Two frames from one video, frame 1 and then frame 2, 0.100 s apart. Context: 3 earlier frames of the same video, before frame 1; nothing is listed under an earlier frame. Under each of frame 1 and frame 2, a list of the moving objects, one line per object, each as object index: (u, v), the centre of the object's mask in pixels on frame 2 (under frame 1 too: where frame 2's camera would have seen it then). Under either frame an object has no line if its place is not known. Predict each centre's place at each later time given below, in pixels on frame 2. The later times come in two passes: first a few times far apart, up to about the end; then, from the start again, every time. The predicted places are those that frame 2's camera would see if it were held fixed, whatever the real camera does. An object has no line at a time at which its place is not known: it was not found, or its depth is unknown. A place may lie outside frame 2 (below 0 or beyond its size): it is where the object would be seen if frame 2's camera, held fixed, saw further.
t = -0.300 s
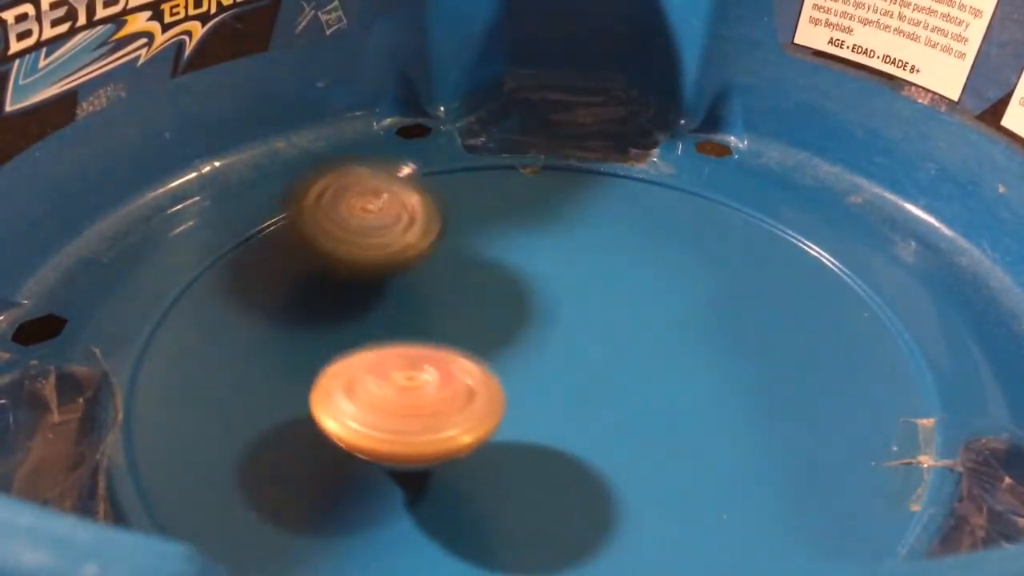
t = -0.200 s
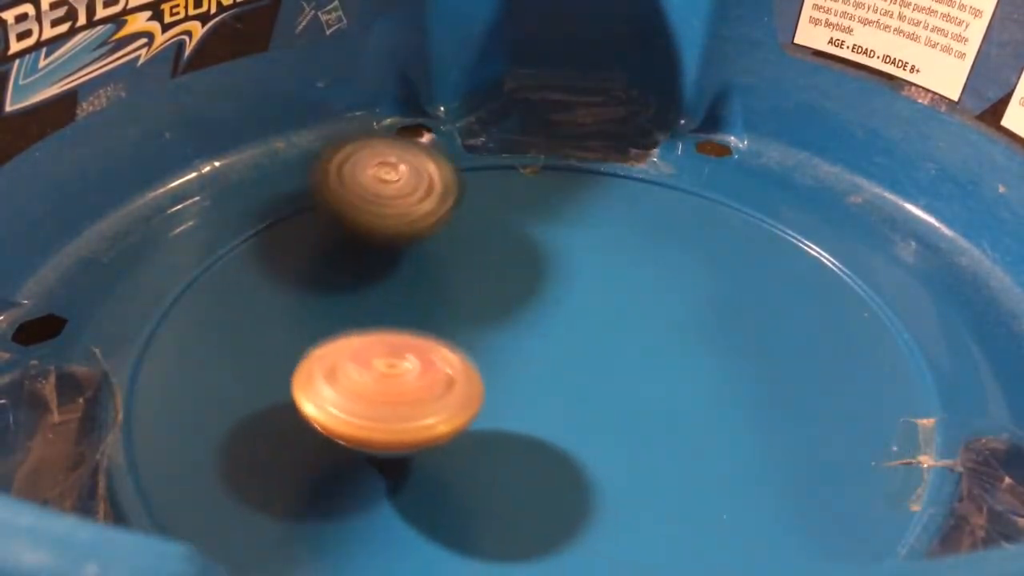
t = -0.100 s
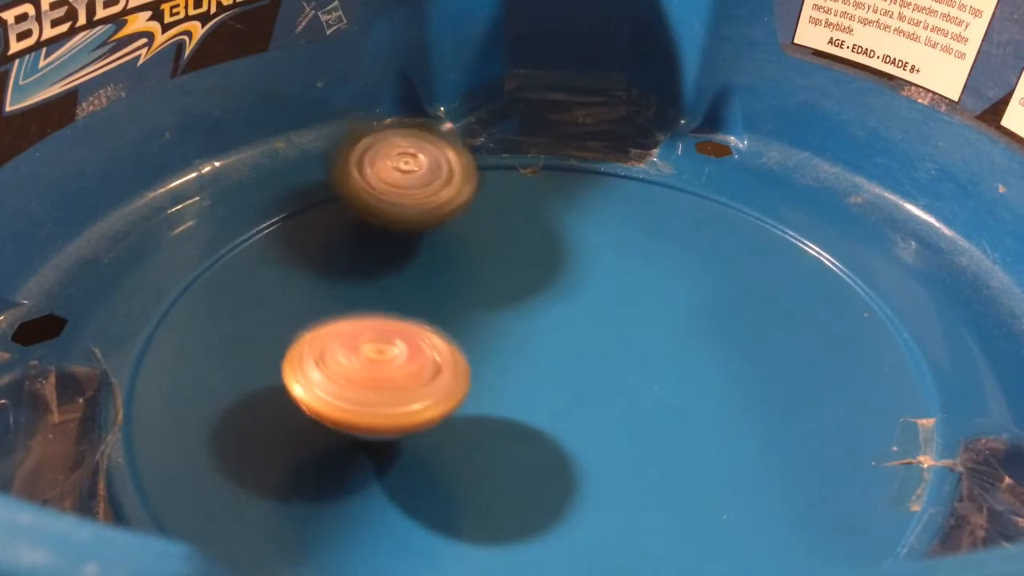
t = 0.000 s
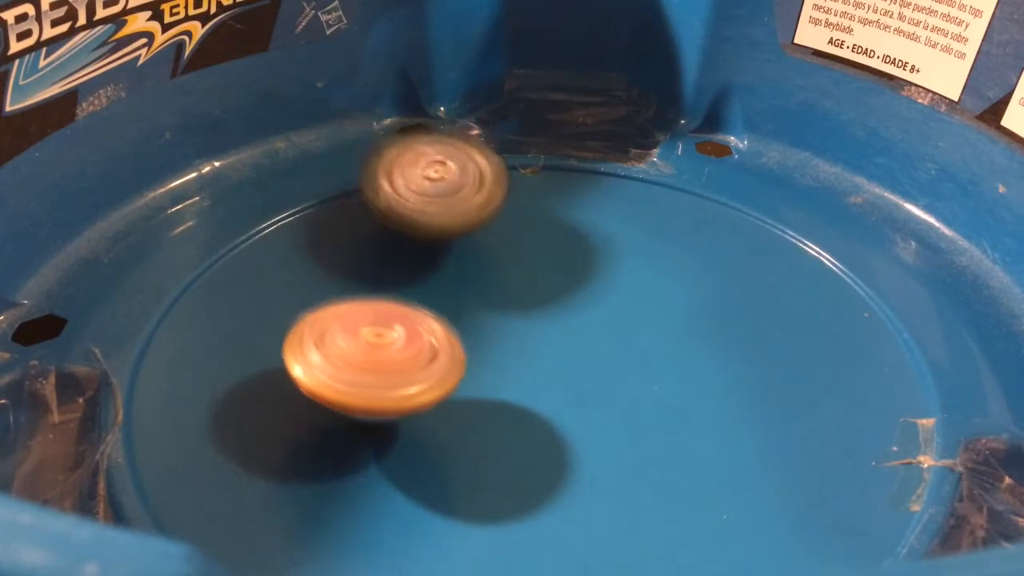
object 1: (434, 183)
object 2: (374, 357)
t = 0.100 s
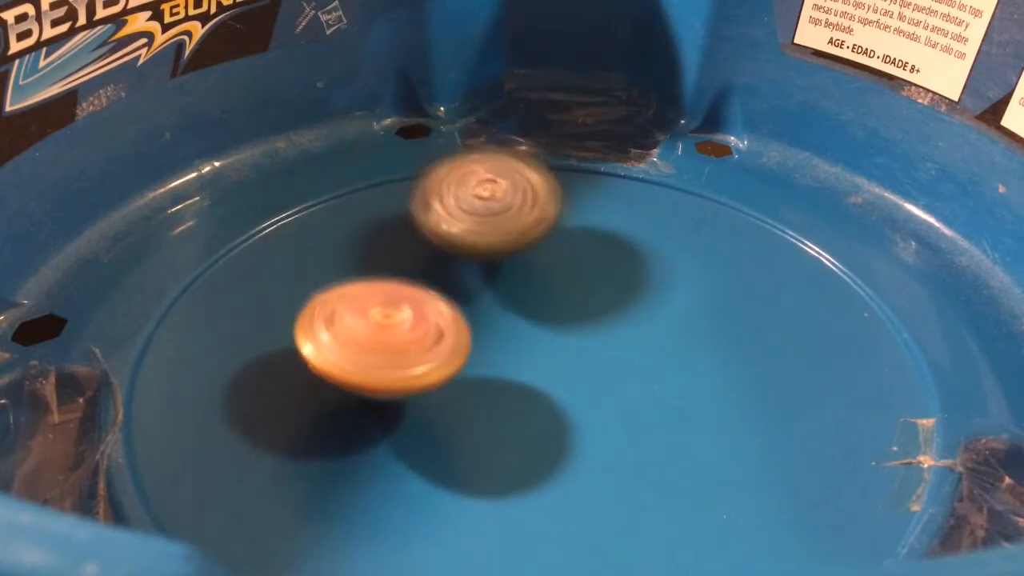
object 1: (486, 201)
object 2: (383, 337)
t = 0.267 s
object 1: (616, 232)
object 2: (410, 299)
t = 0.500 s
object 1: (770, 240)
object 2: (464, 258)
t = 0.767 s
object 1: (760, 297)
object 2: (522, 242)
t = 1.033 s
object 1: (702, 441)
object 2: (585, 261)
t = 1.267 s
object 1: (648, 506)
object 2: (633, 303)
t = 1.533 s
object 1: (466, 450)
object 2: (666, 356)
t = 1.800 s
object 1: (301, 374)
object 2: (647, 396)
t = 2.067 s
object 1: (333, 311)
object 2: (558, 413)
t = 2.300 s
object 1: (427, 241)
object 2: (470, 399)
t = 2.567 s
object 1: (505, 212)
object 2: (406, 361)
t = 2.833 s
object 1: (615, 258)
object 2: (407, 320)
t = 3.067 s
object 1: (731, 303)
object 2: (453, 283)
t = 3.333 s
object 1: (737, 350)
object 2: (516, 262)
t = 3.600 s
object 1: (606, 420)
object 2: (585, 276)
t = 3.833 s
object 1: (484, 463)
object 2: (634, 304)
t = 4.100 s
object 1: (424, 416)
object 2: (649, 345)
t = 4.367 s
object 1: (395, 311)
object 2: (610, 385)
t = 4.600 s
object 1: (395, 256)
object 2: (544, 397)
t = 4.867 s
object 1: (479, 258)
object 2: (467, 379)
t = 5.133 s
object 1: (630, 274)
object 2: (426, 338)
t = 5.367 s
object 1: (688, 287)
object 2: (435, 302)
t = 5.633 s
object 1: (652, 347)
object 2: (481, 279)
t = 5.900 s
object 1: (583, 426)
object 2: (549, 281)
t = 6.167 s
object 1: (517, 434)
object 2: (607, 303)
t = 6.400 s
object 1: (446, 375)
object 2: (628, 333)
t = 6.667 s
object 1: (397, 305)
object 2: (607, 368)
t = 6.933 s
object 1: (438, 282)
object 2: (540, 387)
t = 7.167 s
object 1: (509, 229)
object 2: (494, 401)
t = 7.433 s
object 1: (541, 231)
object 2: (454, 369)
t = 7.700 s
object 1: (660, 296)
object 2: (431, 341)
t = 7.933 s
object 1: (773, 318)
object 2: (456, 319)
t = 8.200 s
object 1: (692, 358)
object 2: (511, 303)
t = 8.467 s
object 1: (581, 449)
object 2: (543, 298)
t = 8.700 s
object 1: (481, 466)
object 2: (578, 314)
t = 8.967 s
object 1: (410, 378)
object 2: (595, 344)
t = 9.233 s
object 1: (383, 281)
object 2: (587, 367)
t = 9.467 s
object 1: (424, 242)
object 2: (551, 372)
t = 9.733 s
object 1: (549, 251)
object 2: (498, 377)
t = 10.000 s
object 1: (674, 268)
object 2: (459, 376)
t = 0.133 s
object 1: (508, 209)
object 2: (387, 329)
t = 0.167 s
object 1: (533, 215)
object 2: (392, 322)
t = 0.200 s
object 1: (559, 223)
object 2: (398, 314)
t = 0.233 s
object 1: (588, 228)
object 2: (404, 306)
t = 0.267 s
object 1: (616, 232)
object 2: (410, 299)
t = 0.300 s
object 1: (645, 236)
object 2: (418, 291)
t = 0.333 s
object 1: (674, 238)
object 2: (425, 284)
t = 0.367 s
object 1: (699, 239)
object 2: (433, 279)
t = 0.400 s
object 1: (722, 240)
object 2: (441, 273)
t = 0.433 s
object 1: (742, 239)
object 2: (449, 268)
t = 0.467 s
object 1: (758, 240)
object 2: (457, 263)
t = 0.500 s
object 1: (770, 240)
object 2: (464, 258)
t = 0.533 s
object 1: (778, 242)
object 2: (471, 255)
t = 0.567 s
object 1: (782, 245)
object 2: (479, 252)
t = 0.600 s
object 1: (784, 248)
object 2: (486, 249)
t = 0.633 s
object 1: (782, 255)
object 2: (493, 246)
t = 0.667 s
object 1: (780, 262)
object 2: (500, 244)
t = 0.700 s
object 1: (775, 272)
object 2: (507, 243)
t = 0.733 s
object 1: (770, 283)
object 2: (514, 242)
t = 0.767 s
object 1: (760, 297)
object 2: (522, 242)
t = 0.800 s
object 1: (754, 311)
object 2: (530, 243)
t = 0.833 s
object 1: (745, 328)
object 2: (539, 244)
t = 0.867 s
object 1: (735, 347)
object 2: (546, 245)
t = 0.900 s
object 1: (727, 366)
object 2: (554, 248)
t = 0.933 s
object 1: (719, 386)
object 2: (562, 250)
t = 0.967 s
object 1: (713, 404)
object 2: (569, 254)
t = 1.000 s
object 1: (707, 423)
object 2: (578, 257)
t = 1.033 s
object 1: (702, 441)
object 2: (585, 261)
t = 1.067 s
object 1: (697, 458)
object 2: (593, 266)
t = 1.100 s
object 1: (691, 473)
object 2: (600, 271)
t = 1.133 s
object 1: (685, 484)
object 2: (608, 277)
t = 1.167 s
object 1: (678, 495)
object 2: (615, 282)
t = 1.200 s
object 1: (669, 501)
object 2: (621, 289)
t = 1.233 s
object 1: (659, 504)
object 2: (628, 296)
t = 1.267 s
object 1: (648, 506)
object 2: (633, 303)
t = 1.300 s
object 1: (634, 505)
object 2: (639, 310)
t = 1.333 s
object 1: (618, 503)
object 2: (645, 317)
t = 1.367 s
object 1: (598, 499)
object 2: (649, 324)
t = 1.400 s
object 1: (577, 492)
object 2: (654, 330)
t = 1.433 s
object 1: (553, 481)
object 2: (659, 337)
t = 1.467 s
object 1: (524, 473)
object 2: (662, 343)
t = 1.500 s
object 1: (496, 462)
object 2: (664, 349)
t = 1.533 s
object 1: (466, 450)
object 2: (666, 356)
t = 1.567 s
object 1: (438, 438)
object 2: (666, 362)
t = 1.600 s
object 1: (411, 427)
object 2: (666, 367)
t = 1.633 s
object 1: (386, 417)
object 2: (664, 373)
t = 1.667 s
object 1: (362, 407)
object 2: (663, 379)
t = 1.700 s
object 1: (343, 398)
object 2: (660, 383)
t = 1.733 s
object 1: (325, 389)
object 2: (657, 388)
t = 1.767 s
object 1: (310, 379)
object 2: (653, 392)
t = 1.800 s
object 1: (301, 374)
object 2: (647, 396)
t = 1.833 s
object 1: (293, 365)
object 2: (640, 399)
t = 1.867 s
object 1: (291, 360)
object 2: (631, 402)
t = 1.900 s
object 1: (291, 352)
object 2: (622, 405)
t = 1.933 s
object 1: (293, 344)
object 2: (610, 407)
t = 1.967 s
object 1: (300, 337)
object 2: (598, 409)
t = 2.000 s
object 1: (309, 330)
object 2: (585, 412)
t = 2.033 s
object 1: (321, 322)
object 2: (572, 413)
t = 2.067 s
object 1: (333, 311)
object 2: (558, 413)
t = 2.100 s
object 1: (347, 301)
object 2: (545, 413)
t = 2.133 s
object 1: (360, 290)
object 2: (531, 412)
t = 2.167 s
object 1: (374, 282)
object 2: (518, 411)
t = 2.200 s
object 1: (389, 272)
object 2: (505, 409)
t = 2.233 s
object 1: (403, 261)
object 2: (493, 406)
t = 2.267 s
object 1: (416, 251)
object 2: (481, 403)
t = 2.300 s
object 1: (427, 241)
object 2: (470, 399)
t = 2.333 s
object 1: (439, 233)
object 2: (460, 395)
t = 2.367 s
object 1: (450, 226)
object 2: (449, 391)
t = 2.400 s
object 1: (460, 219)
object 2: (440, 386)
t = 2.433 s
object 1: (470, 214)
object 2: (431, 381)
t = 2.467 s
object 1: (479, 210)
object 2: (423, 376)
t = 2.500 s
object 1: (487, 209)
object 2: (416, 371)
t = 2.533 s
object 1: (496, 210)
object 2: (410, 366)
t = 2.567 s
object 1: (505, 212)
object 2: (406, 361)
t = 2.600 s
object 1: (515, 214)
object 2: (403, 355)
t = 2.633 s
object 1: (527, 217)
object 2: (400, 350)
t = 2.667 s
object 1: (538, 222)
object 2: (399, 345)
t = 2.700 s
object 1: (552, 227)
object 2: (399, 339)
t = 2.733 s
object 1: (567, 234)
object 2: (399, 334)
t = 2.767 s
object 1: (581, 241)
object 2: (401, 329)
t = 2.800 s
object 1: (597, 250)
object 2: (404, 324)
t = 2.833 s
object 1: (615, 258)
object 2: (407, 320)
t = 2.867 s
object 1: (633, 266)
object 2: (413, 315)
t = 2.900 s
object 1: (652, 273)
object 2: (419, 310)
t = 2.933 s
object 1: (670, 279)
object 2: (425, 304)
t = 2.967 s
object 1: (687, 286)
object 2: (432, 299)
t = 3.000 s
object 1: (704, 292)
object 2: (439, 293)
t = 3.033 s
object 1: (718, 298)
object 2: (446, 288)
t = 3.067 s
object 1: (731, 303)
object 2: (453, 283)
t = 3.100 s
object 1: (741, 308)
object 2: (460, 279)
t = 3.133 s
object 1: (748, 312)
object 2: (468, 275)
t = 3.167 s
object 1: (753, 317)
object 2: (475, 272)
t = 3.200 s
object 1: (754, 322)
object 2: (483, 269)
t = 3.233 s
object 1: (754, 329)
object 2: (491, 266)
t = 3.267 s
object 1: (749, 338)
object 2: (499, 265)
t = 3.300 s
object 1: (744, 344)
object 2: (508, 263)
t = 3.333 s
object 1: (737, 350)
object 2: (516, 262)
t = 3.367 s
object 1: (725, 357)
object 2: (525, 262)
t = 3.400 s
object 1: (713, 365)
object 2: (533, 263)
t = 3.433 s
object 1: (696, 375)
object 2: (542, 263)
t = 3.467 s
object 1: (680, 384)
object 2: (550, 265)
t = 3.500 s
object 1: (662, 393)
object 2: (559, 267)
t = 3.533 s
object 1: (645, 403)
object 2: (568, 269)
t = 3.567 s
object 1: (624, 411)
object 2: (576, 273)
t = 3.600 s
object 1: (606, 420)
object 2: (585, 276)
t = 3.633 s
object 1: (586, 429)
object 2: (594, 279)
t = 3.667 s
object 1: (566, 438)
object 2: (602, 283)
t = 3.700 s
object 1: (547, 446)
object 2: (609, 287)
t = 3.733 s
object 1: (530, 453)
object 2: (616, 291)
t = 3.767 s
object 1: (513, 457)
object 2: (623, 295)
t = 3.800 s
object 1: (499, 460)
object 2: (629, 300)
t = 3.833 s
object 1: (484, 463)
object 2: (634, 304)
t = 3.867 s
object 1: (471, 463)
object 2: (639, 309)
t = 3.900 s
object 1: (461, 462)
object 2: (643, 314)
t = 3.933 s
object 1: (452, 460)
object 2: (646, 319)
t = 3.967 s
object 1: (446, 451)
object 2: (648, 324)
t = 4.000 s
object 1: (439, 445)
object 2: (649, 329)
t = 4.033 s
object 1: (433, 437)
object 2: (650, 334)
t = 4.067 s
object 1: (428, 427)
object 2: (650, 340)
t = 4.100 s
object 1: (424, 416)
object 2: (649, 345)
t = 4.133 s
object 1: (419, 405)
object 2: (647, 350)
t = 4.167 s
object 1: (416, 391)
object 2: (643, 355)
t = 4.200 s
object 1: (412, 378)
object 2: (639, 361)
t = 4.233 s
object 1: (407, 364)
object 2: (634, 366)
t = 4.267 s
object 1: (403, 351)
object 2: (629, 371)
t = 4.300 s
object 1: (400, 336)
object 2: (623, 376)
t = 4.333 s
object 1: (398, 324)
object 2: (617, 381)
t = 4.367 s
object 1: (395, 311)
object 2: (610, 385)
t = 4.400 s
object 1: (393, 298)
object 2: (601, 388)
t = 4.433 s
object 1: (390, 290)
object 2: (592, 390)
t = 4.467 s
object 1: (390, 281)
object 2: (584, 393)
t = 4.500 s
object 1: (390, 272)
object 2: (574, 395)
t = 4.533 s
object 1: (391, 265)
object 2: (564, 396)
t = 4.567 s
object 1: (393, 258)
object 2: (554, 397)
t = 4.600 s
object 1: (395, 256)
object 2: (544, 397)
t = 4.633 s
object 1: (402, 255)
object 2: (533, 397)
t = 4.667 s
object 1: (408, 252)
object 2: (523, 396)
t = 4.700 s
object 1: (415, 251)
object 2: (513, 394)
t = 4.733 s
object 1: (423, 251)
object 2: (503, 392)
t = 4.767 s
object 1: (435, 253)
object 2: (493, 389)
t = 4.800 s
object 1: (448, 255)
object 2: (484, 386)
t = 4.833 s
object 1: (462, 258)
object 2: (476, 383)
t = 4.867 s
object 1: (479, 258)
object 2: (467, 379)
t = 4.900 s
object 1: (496, 261)
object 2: (459, 375)
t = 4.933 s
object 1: (515, 266)
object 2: (452, 370)
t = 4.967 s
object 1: (535, 266)
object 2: (446, 365)
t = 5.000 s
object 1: (556, 270)
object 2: (441, 359)
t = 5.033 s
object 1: (574, 274)
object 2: (436, 354)
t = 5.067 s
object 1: (595, 274)
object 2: (432, 348)
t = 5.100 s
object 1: (613, 274)
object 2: (428, 343)
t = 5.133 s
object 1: (630, 274)
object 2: (426, 338)
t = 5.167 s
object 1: (642, 275)
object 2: (425, 333)
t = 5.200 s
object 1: (655, 275)
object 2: (425, 326)
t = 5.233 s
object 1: (667, 277)
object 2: (426, 321)
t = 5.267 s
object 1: (676, 277)
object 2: (427, 316)
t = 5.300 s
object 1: (681, 279)
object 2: (429, 311)
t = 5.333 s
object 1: (685, 283)
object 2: (432, 307)
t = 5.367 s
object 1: (688, 287)
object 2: (435, 302)
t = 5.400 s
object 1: (689, 288)
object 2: (440, 298)
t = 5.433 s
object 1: (687, 296)
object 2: (444, 294)
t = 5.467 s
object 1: (684, 303)
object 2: (449, 291)
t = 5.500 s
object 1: (679, 309)
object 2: (455, 287)
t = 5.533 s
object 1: (674, 317)
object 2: (461, 285)
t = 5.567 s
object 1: (667, 327)
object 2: (467, 283)
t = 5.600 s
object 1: (660, 336)
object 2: (474, 281)
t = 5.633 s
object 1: (652, 347)
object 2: (481, 279)
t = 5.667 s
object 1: (642, 357)
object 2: (489, 278)
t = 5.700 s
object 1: (633, 367)
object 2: (498, 277)
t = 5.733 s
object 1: (625, 380)
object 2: (506, 277)
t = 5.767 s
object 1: (616, 389)
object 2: (514, 277)
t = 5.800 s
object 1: (608, 400)
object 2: (523, 277)
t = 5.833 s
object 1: (599, 410)
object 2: (532, 278)
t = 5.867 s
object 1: (592, 420)
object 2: (540, 280)
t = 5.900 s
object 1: (583, 426)
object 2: (549, 281)
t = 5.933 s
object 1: (575, 433)
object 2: (557, 283)
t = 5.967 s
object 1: (566, 439)
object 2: (565, 285)
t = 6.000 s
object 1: (559, 442)
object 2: (573, 288)
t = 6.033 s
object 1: (551, 442)
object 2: (581, 290)
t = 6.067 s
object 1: (542, 442)
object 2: (588, 293)
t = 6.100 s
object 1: (534, 443)
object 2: (594, 297)
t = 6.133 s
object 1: (526, 440)
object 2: (601, 300)
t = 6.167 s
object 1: (517, 434)
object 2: (607, 303)
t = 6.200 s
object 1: (507, 428)
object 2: (612, 307)
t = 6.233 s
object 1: (498, 421)
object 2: (617, 311)
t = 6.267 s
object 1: (489, 412)
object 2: (620, 316)
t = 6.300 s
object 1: (476, 404)
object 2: (623, 320)
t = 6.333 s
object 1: (467, 394)
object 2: (626, 324)
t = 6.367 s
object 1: (457, 385)
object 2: (627, 328)
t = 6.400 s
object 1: (446, 375)
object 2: (628, 333)
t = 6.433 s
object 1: (435, 363)
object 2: (628, 338)
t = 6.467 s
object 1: (426, 354)
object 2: (627, 343)
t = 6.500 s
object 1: (419, 345)
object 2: (626, 347)
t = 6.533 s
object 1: (412, 337)
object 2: (624, 352)
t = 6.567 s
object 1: (404, 328)
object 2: (621, 356)
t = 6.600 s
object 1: (401, 321)
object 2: (617, 360)
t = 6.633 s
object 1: (398, 313)
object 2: (612, 364)
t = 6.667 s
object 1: (397, 305)
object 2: (607, 368)
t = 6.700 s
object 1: (396, 301)
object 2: (601, 372)
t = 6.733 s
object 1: (398, 296)
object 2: (593, 375)
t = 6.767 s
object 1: (401, 293)
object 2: (585, 378)
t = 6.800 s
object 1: (404, 289)
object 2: (577, 381)
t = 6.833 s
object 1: (410, 287)
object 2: (568, 383)
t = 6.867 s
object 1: (419, 285)
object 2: (558, 385)
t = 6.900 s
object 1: (427, 283)
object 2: (549, 386)
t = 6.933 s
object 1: (438, 282)
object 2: (540, 387)
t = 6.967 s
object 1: (450, 279)
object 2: (529, 387)
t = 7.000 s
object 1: (462, 276)
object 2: (519, 388)
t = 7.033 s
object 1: (476, 271)
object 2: (511, 394)
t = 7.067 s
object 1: (488, 258)
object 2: (506, 400)
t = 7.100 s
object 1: (497, 245)
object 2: (502, 403)
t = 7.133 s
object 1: (502, 238)
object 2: (498, 403)
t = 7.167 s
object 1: (509, 229)
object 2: (494, 401)
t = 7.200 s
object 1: (515, 222)
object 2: (488, 398)
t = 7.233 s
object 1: (517, 219)
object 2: (481, 395)
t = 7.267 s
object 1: (524, 215)
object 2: (475, 391)
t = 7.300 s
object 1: (526, 213)
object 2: (469, 387)
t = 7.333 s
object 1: (528, 216)
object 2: (464, 383)
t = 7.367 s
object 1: (532, 220)
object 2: (460, 379)
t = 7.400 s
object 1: (537, 223)
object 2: (456, 374)
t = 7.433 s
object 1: (541, 231)
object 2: (454, 369)
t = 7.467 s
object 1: (548, 238)
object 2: (452, 364)
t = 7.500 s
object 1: (555, 248)
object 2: (451, 358)
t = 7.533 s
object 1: (563, 259)
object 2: (451, 353)
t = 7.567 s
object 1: (575, 270)
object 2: (451, 348)
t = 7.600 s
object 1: (592, 281)
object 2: (450, 344)
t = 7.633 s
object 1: (614, 288)
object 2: (438, 343)
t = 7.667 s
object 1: (638, 292)
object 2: (432, 342)
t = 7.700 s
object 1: (660, 296)
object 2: (431, 341)
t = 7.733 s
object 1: (680, 302)
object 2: (432, 339)
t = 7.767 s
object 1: (704, 304)
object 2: (435, 336)
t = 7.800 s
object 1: (722, 309)
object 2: (438, 332)
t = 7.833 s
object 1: (741, 313)
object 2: (442, 329)
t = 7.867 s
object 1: (755, 314)
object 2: (446, 325)
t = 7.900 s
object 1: (763, 317)
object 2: (451, 322)
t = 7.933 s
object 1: (773, 318)
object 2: (456, 319)
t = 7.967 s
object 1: (773, 323)
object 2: (462, 316)
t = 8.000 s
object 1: (773, 326)
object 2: (468, 313)
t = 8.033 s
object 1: (769, 328)
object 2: (474, 311)
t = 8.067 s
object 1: (759, 332)
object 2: (481, 309)
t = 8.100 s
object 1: (748, 338)
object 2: (488, 307)
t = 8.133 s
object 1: (730, 346)
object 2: (496, 305)
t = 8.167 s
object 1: (713, 353)
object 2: (504, 304)
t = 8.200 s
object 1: (692, 358)
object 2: (511, 303)
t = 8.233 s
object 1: (674, 369)
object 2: (515, 300)
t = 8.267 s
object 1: (663, 381)
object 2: (515, 296)
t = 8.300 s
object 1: (652, 394)
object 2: (517, 295)
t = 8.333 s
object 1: (641, 406)
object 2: (521, 294)
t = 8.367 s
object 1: (629, 417)
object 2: (526, 295)
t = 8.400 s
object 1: (614, 429)
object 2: (532, 296)
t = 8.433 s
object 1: (599, 440)
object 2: (537, 296)
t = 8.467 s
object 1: (581, 449)
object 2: (543, 298)
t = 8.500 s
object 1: (567, 458)
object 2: (549, 299)
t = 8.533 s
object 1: (551, 463)
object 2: (554, 301)
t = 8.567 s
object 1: (536, 469)
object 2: (560, 303)
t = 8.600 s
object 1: (522, 473)
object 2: (565, 306)
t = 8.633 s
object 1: (505, 472)
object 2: (569, 308)
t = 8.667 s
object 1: (495, 466)
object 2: (574, 311)
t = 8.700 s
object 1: (481, 466)
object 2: (578, 314)
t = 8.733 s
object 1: (467, 459)
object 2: (582, 318)
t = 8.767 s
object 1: (457, 449)
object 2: (585, 321)
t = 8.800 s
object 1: (446, 440)
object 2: (588, 325)
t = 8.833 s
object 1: (438, 431)
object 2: (591, 329)
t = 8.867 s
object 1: (429, 419)
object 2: (592, 333)
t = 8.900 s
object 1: (422, 405)
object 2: (594, 337)
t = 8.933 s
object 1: (416, 394)
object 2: (595, 340)
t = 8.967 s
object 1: (410, 378)
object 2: (595, 344)
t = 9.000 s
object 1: (404, 365)
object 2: (596, 348)
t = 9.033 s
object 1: (397, 351)
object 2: (598, 351)
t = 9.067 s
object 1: (393, 338)
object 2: (597, 354)
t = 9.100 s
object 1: (387, 326)
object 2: (597, 356)
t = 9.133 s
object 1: (385, 311)
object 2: (595, 359)
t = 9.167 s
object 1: (383, 299)
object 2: (593, 362)
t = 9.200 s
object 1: (381, 288)
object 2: (591, 364)
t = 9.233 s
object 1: (383, 281)
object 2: (587, 367)
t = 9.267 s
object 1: (385, 270)
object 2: (583, 368)
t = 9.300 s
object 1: (387, 262)
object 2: (578, 370)
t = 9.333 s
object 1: (391, 257)
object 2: (573, 371)
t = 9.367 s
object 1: (399, 249)
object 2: (568, 372)
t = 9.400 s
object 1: (405, 246)
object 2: (563, 372)
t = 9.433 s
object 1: (412, 243)
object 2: (557, 372)
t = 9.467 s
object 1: (424, 242)
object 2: (551, 372)
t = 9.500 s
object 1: (435, 242)
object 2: (545, 371)
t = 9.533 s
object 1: (449, 243)
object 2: (539, 370)
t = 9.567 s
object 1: (463, 246)
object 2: (533, 369)
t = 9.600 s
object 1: (476, 251)
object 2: (528, 367)
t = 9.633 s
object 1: (495, 250)
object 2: (522, 365)
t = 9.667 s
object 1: (510, 255)
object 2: (515, 364)
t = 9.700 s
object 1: (533, 252)
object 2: (505, 370)
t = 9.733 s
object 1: (549, 251)
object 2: (498, 377)
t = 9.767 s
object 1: (565, 250)
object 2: (493, 381)
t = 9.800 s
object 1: (584, 250)
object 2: (487, 383)
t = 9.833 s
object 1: (601, 253)
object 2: (481, 383)
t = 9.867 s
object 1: (616, 253)
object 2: (475, 382)
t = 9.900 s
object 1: (633, 257)
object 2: (470, 382)
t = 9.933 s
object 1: (646, 258)
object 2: (466, 380)
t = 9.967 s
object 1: (661, 264)
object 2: (462, 379)
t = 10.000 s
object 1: (674, 268)
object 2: (459, 376)
